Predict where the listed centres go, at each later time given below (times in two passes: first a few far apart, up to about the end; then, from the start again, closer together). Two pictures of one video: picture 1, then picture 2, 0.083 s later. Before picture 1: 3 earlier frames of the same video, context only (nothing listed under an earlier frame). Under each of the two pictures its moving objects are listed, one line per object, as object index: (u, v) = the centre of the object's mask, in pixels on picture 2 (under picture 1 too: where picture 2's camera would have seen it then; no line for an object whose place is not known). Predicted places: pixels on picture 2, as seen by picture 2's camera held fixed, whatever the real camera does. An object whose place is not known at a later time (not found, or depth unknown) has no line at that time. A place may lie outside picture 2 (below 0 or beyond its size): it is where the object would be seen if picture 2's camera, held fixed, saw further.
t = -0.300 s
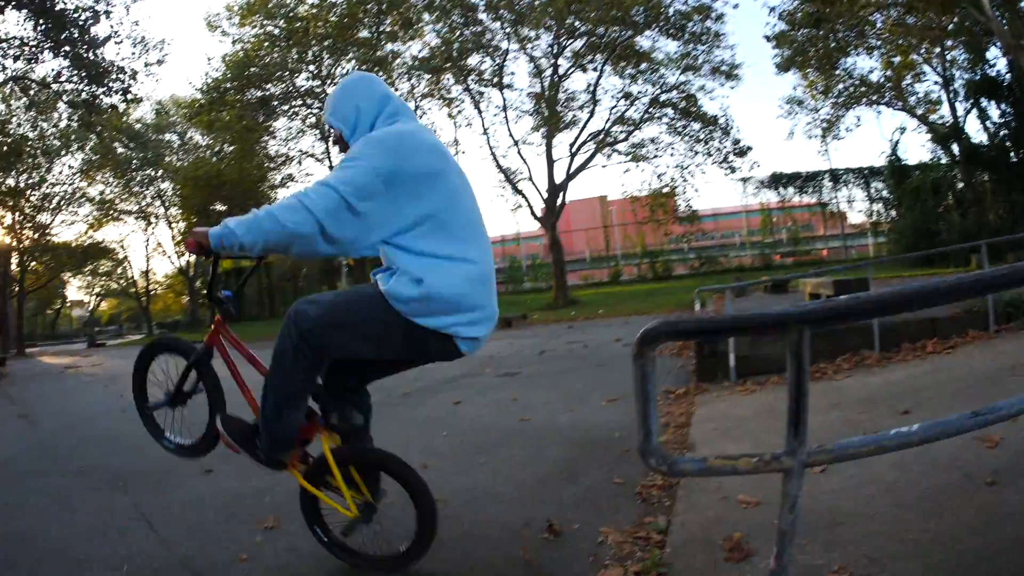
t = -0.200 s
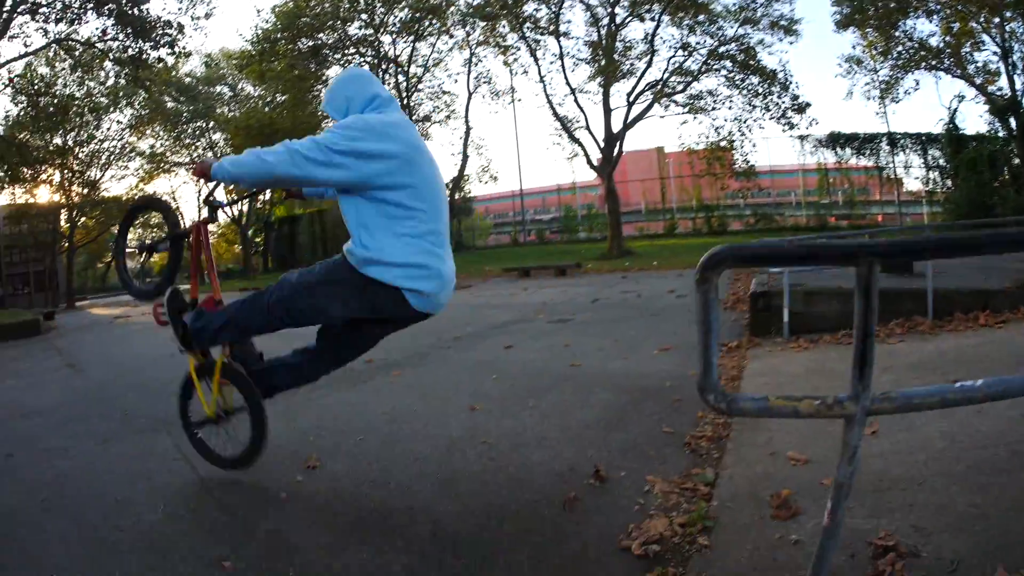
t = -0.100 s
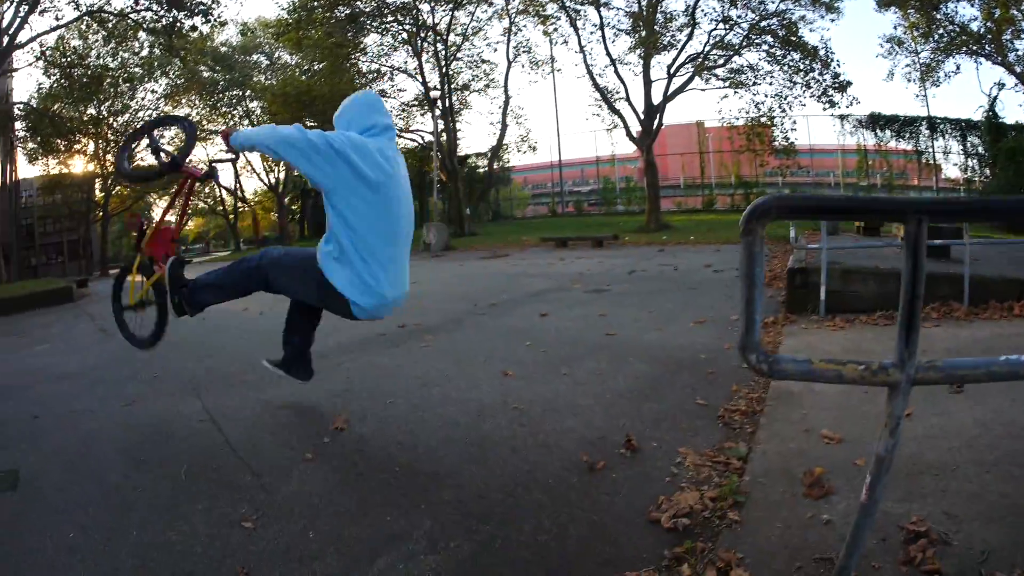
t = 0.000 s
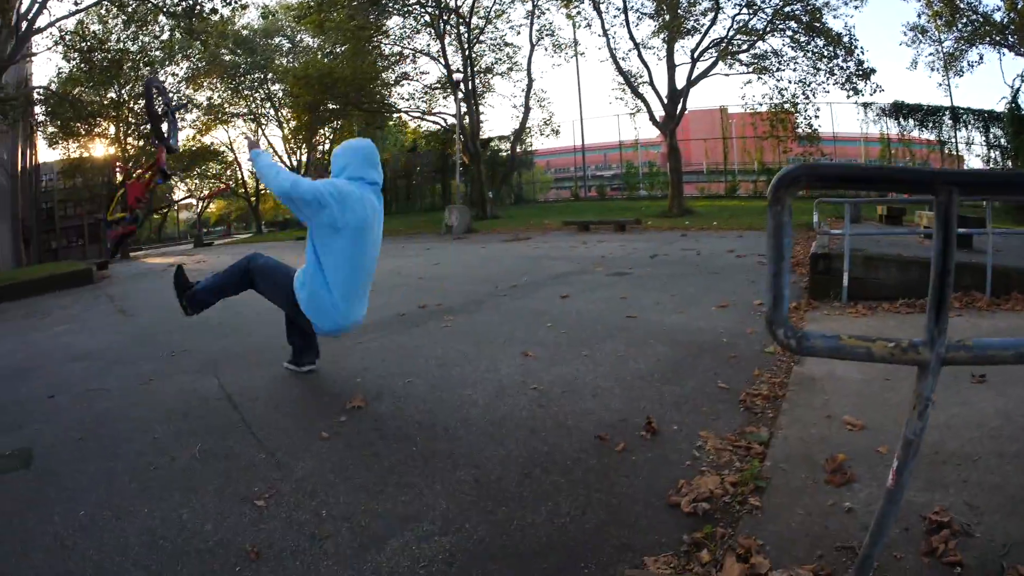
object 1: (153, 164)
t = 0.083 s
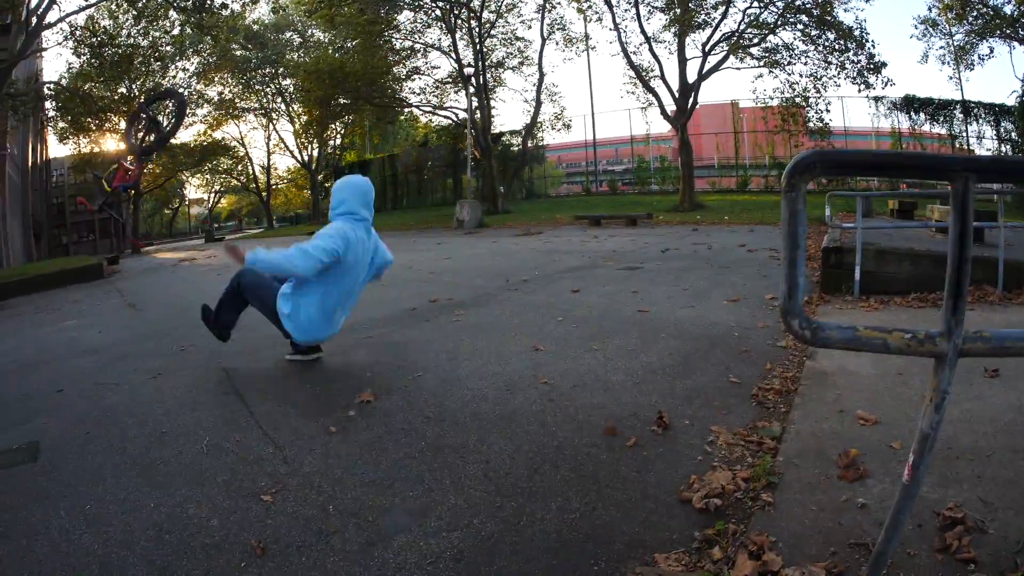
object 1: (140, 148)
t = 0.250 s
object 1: (90, 193)
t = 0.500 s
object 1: (67, 246)
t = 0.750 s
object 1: (60, 297)
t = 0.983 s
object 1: (47, 274)
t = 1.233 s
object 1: (43, 277)
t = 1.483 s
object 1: (45, 287)
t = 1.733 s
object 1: (42, 272)
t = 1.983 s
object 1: (53, 295)
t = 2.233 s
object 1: (66, 289)
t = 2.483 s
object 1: (74, 295)
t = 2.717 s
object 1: (80, 298)
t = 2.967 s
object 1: (81, 298)
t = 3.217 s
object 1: (80, 297)
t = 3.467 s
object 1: (79, 296)
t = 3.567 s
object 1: (78, 295)
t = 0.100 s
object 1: (138, 146)
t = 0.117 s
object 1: (133, 150)
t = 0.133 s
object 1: (129, 153)
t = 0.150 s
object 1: (125, 159)
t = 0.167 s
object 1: (124, 159)
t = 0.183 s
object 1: (110, 175)
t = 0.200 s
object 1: (112, 171)
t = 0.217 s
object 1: (101, 182)
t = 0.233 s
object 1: (91, 190)
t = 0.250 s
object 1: (90, 193)
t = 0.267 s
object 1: (85, 196)
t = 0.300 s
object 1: (81, 202)
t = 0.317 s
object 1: (81, 202)
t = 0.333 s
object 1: (74, 209)
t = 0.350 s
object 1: (72, 213)
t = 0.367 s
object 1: (71, 218)
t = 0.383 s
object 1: (72, 218)
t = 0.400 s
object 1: (70, 225)
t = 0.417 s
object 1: (74, 223)
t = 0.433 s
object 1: (74, 224)
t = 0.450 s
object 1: (70, 230)
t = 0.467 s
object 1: (71, 232)
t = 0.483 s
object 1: (70, 236)
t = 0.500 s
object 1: (67, 246)
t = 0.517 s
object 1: (70, 249)
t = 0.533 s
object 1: (71, 254)
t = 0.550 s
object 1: (69, 259)
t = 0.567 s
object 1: (58, 272)
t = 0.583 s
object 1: (56, 279)
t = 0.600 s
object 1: (59, 283)
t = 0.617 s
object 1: (57, 289)
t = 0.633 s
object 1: (64, 290)
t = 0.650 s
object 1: (63, 293)
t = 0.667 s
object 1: (63, 296)
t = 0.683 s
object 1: (62, 300)
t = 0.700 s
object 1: (60, 302)
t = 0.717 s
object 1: (61, 301)
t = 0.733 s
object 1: (59, 299)
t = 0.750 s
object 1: (60, 297)
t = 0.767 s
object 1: (57, 296)
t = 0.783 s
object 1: (57, 295)
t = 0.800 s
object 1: (55, 295)
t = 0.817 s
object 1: (55, 295)
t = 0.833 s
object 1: (54, 292)
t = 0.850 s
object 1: (53, 291)
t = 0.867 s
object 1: (52, 287)
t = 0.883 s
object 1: (47, 286)
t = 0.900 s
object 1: (50, 284)
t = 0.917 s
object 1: (47, 281)
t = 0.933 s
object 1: (49, 279)
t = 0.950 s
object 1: (47, 277)
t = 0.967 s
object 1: (46, 276)
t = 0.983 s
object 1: (47, 274)
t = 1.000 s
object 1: (47, 269)
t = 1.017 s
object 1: (46, 268)
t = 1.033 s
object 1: (47, 267)
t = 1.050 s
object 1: (45, 267)
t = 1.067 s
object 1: (45, 266)
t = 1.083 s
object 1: (43, 268)
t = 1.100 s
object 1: (42, 271)
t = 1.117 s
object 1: (43, 271)
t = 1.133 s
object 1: (41, 276)
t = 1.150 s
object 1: (44, 270)
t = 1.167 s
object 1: (45, 270)
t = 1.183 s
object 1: (45, 271)
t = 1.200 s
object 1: (45, 272)
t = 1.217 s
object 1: (44, 274)
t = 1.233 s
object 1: (43, 277)
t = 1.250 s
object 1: (43, 281)
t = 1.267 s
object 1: (43, 282)
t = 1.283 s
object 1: (43, 283)
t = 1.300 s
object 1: (45, 283)
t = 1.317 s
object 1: (45, 283)
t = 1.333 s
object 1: (44, 286)
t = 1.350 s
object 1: (44, 284)
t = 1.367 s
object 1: (44, 285)
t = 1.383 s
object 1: (44, 285)
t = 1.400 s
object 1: (43, 286)
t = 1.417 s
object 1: (45, 286)
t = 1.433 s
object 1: (44, 285)
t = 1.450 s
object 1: (48, 284)
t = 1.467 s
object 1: (48, 285)
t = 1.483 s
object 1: (45, 287)
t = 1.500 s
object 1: (45, 287)
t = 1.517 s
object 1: (43, 286)
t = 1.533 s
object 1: (41, 284)
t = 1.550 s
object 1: (40, 282)
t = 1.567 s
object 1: (43, 279)
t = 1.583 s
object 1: (43, 275)
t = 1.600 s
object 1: (42, 275)
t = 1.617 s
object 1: (42, 274)
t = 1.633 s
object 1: (41, 274)
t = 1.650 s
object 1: (42, 273)
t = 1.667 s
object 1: (43, 270)
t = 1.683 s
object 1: (44, 269)
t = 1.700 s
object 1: (43, 269)
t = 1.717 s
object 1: (41, 271)
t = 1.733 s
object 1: (42, 272)
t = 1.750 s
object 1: (43, 272)
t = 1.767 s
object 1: (45, 270)
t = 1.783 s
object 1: (48, 271)
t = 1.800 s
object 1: (50, 271)
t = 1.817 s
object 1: (50, 270)
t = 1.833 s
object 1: (50, 271)
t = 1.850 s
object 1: (51, 272)
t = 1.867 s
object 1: (54, 273)
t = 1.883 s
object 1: (55, 274)
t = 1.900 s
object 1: (55, 279)
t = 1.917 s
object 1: (55, 282)
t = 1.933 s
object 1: (50, 290)
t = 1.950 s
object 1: (50, 293)
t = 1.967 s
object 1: (52, 293)
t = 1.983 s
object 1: (53, 295)
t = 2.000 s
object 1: (57, 295)
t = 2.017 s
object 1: (59, 297)
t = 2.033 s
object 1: (61, 298)
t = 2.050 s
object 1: (61, 298)
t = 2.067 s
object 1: (61, 297)
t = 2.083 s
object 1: (61, 295)
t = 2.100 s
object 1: (62, 295)
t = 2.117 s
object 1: (62, 294)
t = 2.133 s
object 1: (63, 293)
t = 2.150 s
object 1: (63, 291)
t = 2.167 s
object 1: (64, 291)
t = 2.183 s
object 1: (64, 291)
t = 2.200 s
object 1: (64, 289)
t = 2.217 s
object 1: (66, 290)
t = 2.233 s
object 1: (66, 289)
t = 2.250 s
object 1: (66, 289)
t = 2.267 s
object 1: (67, 290)
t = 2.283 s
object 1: (69, 290)
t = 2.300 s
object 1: (69, 291)
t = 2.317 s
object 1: (69, 290)
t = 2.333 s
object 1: (68, 289)
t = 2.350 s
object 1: (70, 292)
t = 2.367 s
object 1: (69, 291)
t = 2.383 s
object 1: (70, 292)
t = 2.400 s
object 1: (71, 294)
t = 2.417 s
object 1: (70, 294)
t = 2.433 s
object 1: (71, 294)
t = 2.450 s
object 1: (74, 297)
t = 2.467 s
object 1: (74, 296)
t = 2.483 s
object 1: (74, 295)
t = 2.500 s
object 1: (74, 295)
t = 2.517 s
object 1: (74, 295)
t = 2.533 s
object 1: (75, 294)
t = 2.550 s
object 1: (75, 294)
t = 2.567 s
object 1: (76, 294)
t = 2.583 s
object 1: (76, 294)
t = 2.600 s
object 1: (77, 295)
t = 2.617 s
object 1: (77, 295)
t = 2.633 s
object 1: (77, 295)
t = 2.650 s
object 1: (78, 296)
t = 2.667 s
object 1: (78, 297)
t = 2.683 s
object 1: (79, 297)
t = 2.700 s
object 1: (79, 298)
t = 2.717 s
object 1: (80, 298)
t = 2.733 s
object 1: (80, 298)
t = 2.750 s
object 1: (81, 298)
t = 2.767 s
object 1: (81, 298)
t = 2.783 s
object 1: (81, 298)
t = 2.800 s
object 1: (82, 298)
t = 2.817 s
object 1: (82, 298)
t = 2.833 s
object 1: (82, 298)
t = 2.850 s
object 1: (82, 298)
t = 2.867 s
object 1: (82, 298)
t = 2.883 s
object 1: (82, 298)
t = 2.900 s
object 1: (82, 298)
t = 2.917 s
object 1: (81, 298)
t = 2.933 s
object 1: (81, 297)
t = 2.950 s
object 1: (81, 297)
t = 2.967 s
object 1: (81, 298)
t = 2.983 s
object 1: (81, 298)
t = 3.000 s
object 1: (81, 298)
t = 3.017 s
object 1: (81, 298)
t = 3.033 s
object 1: (81, 298)
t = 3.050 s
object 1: (80, 298)
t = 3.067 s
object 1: (80, 297)
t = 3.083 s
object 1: (80, 298)
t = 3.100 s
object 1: (80, 298)
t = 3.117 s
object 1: (80, 298)
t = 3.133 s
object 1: (80, 298)
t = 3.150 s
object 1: (80, 297)
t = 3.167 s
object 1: (80, 297)
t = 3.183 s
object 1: (80, 297)
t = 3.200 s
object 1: (80, 297)
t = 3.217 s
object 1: (80, 297)
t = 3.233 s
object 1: (80, 297)
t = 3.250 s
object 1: (80, 297)
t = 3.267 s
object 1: (80, 297)
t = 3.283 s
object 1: (80, 297)
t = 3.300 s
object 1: (80, 297)
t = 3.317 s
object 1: (80, 297)
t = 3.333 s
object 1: (80, 297)
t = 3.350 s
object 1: (80, 297)
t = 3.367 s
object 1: (80, 297)
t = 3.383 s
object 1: (80, 297)
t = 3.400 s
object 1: (80, 297)
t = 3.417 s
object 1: (80, 296)
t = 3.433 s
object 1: (79, 296)
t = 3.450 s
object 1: (79, 296)
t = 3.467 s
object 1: (79, 296)
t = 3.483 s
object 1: (79, 296)
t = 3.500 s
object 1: (79, 296)
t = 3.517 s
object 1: (79, 296)
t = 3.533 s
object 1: (79, 296)
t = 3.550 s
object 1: (78, 295)
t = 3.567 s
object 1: (78, 295)
